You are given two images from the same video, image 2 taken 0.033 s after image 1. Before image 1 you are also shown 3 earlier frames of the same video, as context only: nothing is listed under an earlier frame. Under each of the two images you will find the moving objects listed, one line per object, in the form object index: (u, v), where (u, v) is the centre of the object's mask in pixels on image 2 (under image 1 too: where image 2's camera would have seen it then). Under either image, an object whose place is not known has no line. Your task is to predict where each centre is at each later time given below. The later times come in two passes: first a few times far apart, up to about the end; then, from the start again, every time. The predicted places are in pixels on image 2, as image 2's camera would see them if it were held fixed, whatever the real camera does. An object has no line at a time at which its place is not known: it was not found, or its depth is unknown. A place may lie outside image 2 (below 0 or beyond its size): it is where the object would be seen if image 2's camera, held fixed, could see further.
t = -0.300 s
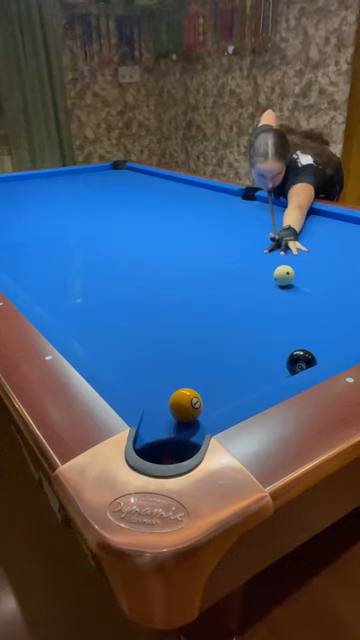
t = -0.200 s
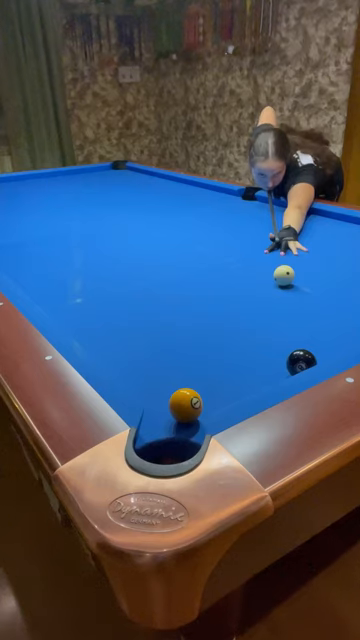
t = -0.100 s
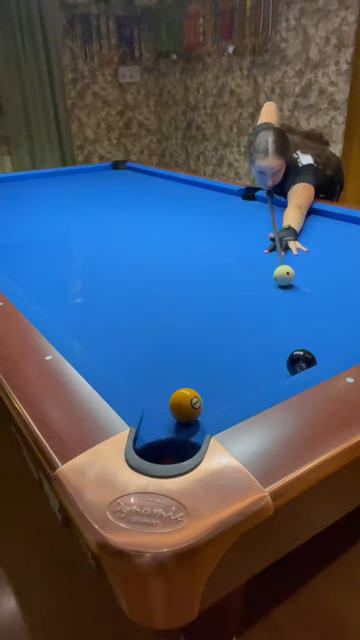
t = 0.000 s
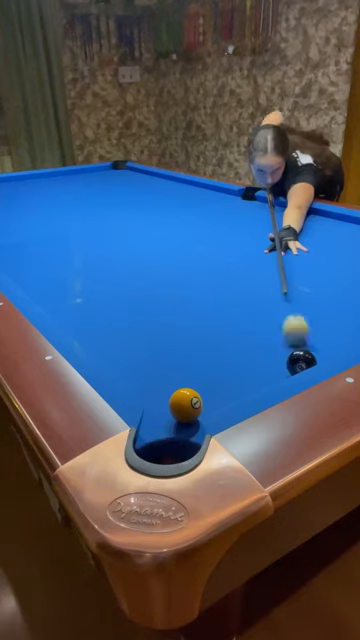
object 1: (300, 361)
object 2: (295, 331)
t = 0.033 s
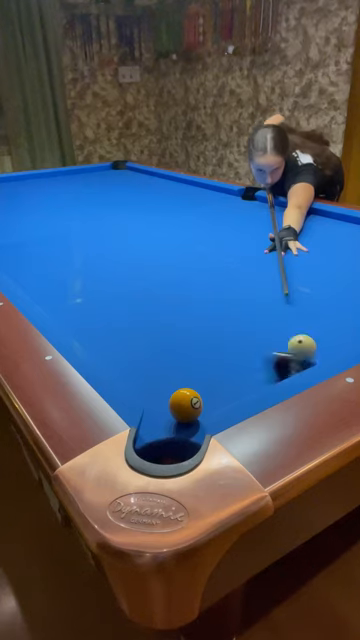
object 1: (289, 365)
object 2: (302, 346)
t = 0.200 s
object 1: (81, 331)
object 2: (315, 354)
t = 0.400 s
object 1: (96, 272)
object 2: (310, 350)
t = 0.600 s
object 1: (103, 239)
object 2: (305, 341)
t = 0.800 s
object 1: (108, 216)
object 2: (301, 335)
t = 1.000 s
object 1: (111, 199)
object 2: (297, 332)
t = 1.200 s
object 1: (114, 187)
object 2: (294, 330)
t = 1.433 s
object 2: (291, 325)
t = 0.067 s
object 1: (232, 363)
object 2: (306, 352)
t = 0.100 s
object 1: (186, 352)
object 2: (308, 353)
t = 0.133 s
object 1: (143, 345)
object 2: (312, 354)
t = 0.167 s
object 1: (104, 340)
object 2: (315, 354)
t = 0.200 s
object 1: (81, 331)
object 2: (315, 354)
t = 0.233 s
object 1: (84, 318)
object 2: (314, 353)
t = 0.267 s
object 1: (88, 306)
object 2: (313, 353)
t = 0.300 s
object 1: (90, 296)
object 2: (312, 352)
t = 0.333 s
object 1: (92, 287)
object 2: (312, 351)
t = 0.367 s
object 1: (94, 279)
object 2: (311, 350)
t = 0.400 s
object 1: (96, 272)
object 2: (310, 350)
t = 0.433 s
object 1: (97, 266)
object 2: (309, 349)
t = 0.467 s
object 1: (98, 259)
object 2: (309, 348)
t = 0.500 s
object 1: (100, 254)
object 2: (308, 346)
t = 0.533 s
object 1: (101, 249)
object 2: (307, 343)
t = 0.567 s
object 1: (102, 244)
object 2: (306, 342)
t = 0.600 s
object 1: (103, 239)
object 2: (305, 341)
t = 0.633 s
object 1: (104, 234)
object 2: (305, 340)
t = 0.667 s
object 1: (104, 231)
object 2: (304, 339)
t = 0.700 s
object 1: (105, 227)
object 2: (303, 338)
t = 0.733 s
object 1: (106, 223)
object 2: (302, 337)
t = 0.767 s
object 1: (107, 219)
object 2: (302, 337)
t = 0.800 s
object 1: (108, 216)
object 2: (301, 335)
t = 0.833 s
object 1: (108, 213)
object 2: (300, 335)
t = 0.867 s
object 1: (109, 210)
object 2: (300, 334)
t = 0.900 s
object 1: (110, 207)
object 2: (299, 333)
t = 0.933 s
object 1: (110, 204)
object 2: (299, 332)
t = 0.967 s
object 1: (110, 201)
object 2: (298, 332)
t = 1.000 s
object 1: (111, 199)
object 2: (297, 332)
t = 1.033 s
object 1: (111, 197)
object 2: (297, 333)
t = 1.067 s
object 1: (112, 194)
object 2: (297, 332)
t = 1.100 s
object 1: (112, 192)
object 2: (296, 332)
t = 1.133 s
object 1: (113, 190)
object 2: (295, 331)
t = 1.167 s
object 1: (113, 188)
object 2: (295, 330)
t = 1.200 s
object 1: (114, 187)
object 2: (294, 330)
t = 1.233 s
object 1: (114, 184)
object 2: (294, 329)
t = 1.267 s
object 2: (293, 328)
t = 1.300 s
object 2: (293, 328)
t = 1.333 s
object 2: (292, 327)
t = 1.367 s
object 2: (292, 327)
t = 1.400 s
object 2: (291, 326)
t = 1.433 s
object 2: (291, 325)
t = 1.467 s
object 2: (290, 325)
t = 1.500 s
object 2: (290, 324)
